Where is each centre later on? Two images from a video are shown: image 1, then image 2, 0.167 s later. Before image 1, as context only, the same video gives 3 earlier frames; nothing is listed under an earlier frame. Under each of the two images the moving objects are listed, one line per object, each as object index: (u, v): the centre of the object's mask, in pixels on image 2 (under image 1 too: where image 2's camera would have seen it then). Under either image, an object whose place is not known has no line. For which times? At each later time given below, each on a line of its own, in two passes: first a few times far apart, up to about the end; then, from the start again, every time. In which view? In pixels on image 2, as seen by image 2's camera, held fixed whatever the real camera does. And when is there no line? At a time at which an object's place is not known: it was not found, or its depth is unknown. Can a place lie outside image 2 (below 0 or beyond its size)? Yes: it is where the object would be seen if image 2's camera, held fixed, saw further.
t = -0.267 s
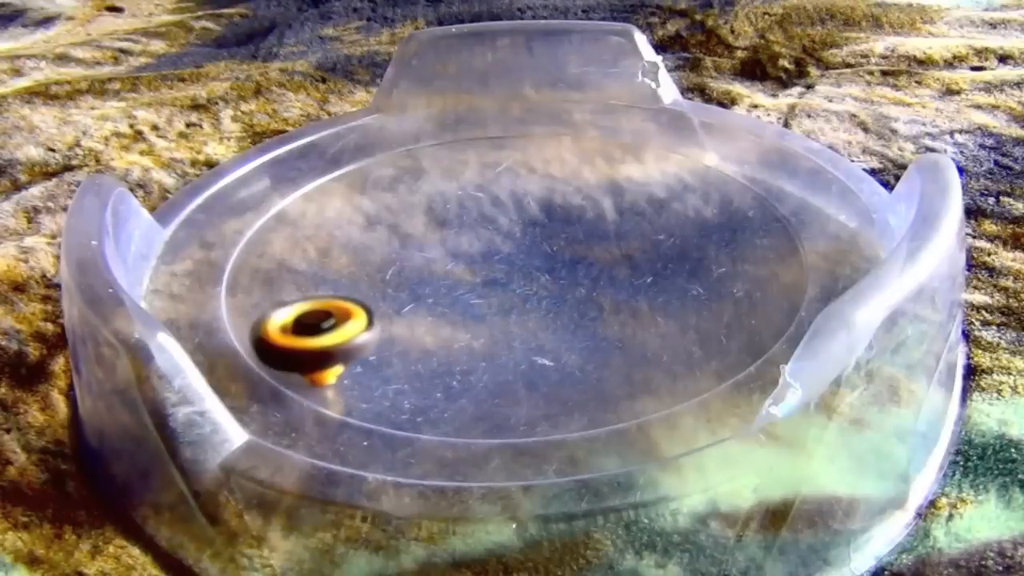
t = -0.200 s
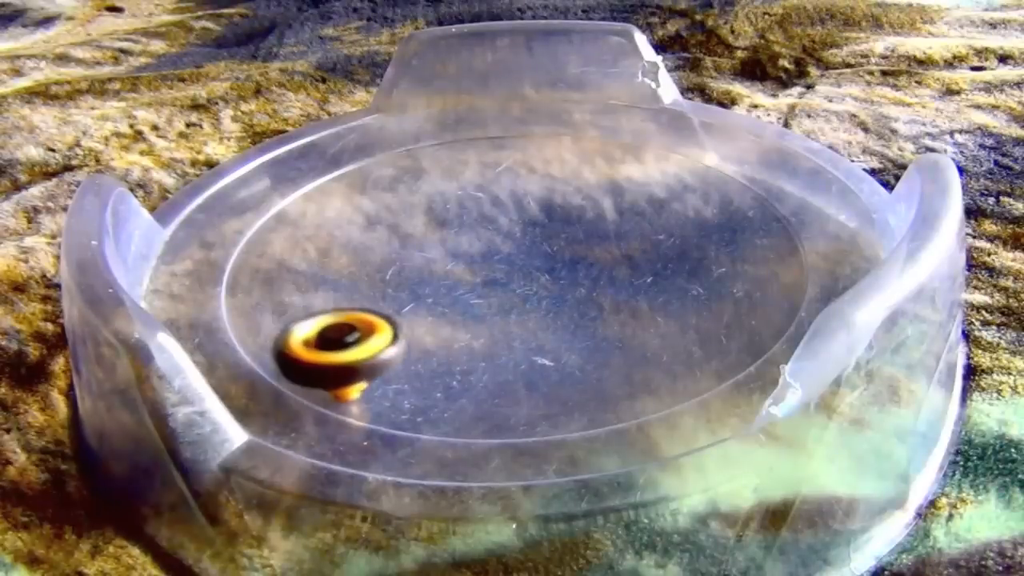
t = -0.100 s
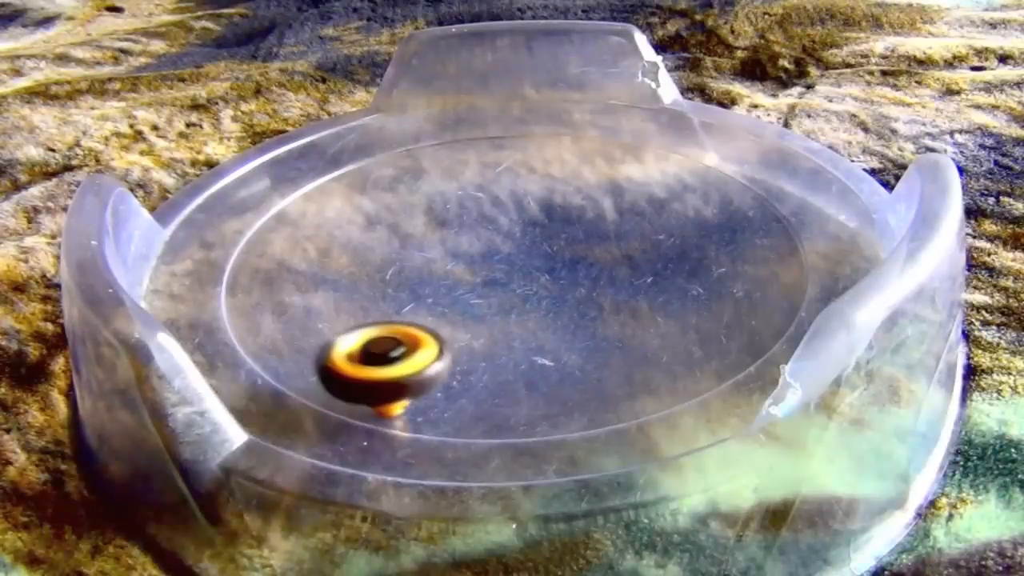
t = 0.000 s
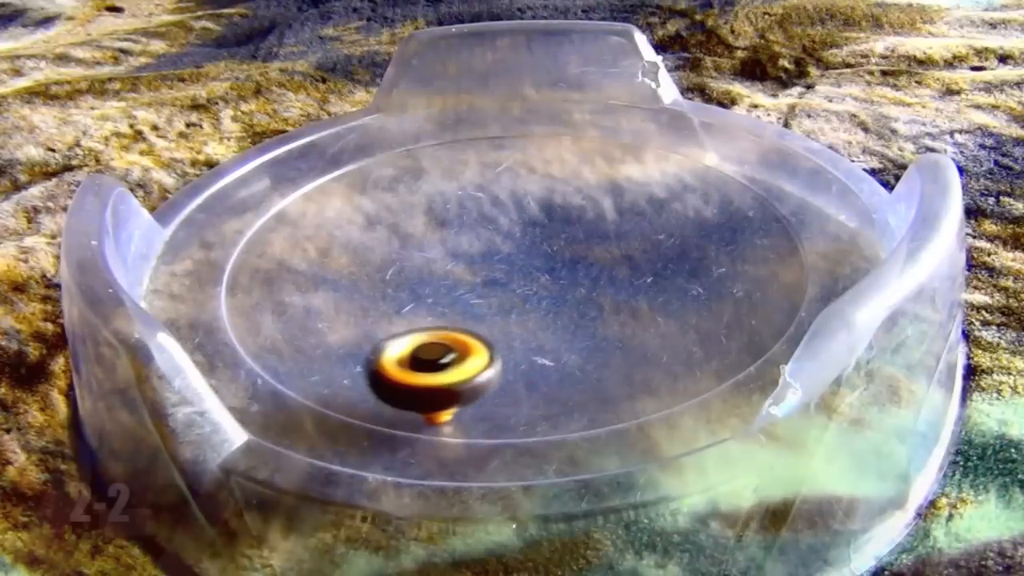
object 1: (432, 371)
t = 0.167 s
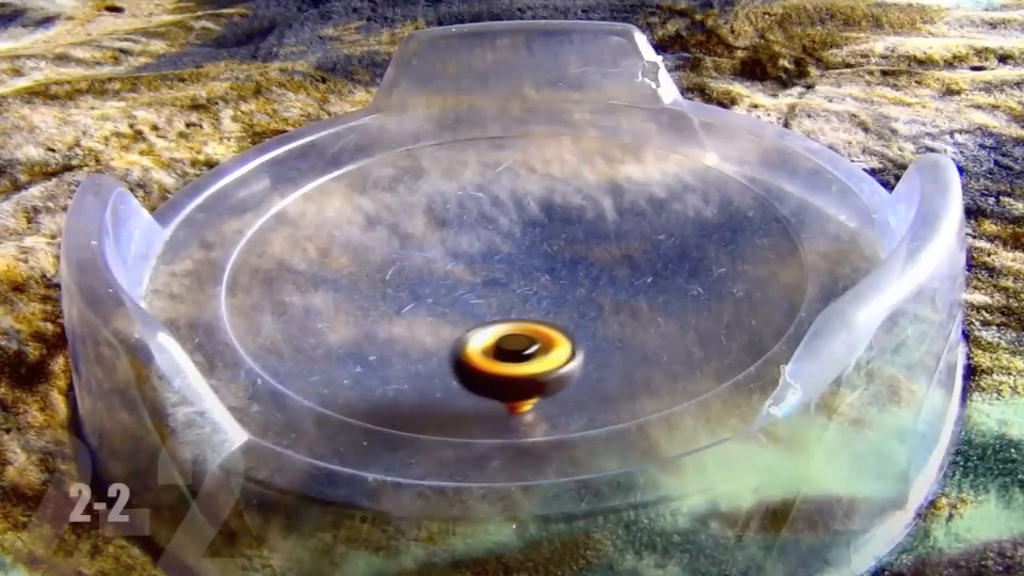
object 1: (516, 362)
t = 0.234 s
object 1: (546, 351)
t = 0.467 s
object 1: (596, 302)
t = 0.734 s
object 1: (551, 255)
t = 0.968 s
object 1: (471, 241)
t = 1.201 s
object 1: (408, 256)
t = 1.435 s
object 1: (404, 284)
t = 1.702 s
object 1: (476, 296)
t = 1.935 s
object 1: (526, 274)
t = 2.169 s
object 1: (523, 249)
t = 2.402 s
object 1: (488, 239)
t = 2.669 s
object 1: (475, 264)
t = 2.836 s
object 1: (512, 272)
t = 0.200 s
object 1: (531, 357)
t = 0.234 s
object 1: (546, 351)
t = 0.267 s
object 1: (560, 346)
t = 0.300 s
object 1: (571, 339)
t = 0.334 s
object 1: (580, 332)
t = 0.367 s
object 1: (588, 324)
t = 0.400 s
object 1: (592, 317)
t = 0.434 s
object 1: (595, 309)
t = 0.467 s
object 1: (596, 302)
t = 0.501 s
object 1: (595, 294)
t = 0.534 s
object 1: (593, 288)
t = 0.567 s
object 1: (589, 281)
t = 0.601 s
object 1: (583, 275)
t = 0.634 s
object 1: (576, 269)
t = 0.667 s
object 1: (569, 264)
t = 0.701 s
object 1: (560, 260)
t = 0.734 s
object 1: (551, 255)
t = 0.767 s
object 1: (540, 251)
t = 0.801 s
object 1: (528, 248)
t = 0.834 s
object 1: (517, 245)
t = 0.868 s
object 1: (505, 243)
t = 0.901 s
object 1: (493, 242)
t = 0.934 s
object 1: (483, 241)
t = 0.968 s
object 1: (471, 241)
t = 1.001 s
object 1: (460, 242)
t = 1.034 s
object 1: (449, 243)
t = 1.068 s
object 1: (438, 245)
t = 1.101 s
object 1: (429, 247)
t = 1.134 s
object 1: (420, 250)
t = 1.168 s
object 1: (414, 253)
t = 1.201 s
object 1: (408, 256)
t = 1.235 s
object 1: (403, 259)
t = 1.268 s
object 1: (400, 263)
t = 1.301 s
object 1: (397, 267)
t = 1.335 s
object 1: (397, 272)
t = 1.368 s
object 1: (398, 276)
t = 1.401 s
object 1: (400, 280)
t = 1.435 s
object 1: (404, 284)
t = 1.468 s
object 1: (409, 287)
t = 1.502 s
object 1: (416, 290)
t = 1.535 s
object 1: (424, 293)
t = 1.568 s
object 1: (434, 295)
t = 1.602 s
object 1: (444, 296)
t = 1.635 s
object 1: (455, 297)
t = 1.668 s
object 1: (466, 297)
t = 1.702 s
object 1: (476, 296)
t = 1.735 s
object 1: (486, 293)
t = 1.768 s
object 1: (496, 291)
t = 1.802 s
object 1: (503, 288)
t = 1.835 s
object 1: (510, 285)
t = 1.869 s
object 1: (517, 282)
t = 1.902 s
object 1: (522, 278)
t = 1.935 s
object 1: (526, 274)
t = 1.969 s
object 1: (528, 270)
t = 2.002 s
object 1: (530, 266)
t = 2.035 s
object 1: (530, 262)
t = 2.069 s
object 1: (529, 258)
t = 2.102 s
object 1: (527, 254)
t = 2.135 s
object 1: (525, 251)
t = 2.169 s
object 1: (523, 249)
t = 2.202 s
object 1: (520, 246)
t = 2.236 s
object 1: (516, 244)
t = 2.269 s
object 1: (512, 242)
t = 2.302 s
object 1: (507, 241)
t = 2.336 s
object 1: (502, 240)
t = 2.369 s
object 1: (495, 239)
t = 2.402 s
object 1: (488, 239)
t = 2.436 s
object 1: (483, 240)
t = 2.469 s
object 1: (478, 242)
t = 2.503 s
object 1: (474, 245)
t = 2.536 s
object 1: (470, 248)
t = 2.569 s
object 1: (469, 252)
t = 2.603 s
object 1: (469, 256)
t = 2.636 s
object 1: (470, 260)
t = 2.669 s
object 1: (475, 264)
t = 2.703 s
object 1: (481, 267)
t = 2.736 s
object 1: (488, 270)
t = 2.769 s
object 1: (495, 271)
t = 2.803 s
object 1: (504, 272)
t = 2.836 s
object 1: (512, 272)
